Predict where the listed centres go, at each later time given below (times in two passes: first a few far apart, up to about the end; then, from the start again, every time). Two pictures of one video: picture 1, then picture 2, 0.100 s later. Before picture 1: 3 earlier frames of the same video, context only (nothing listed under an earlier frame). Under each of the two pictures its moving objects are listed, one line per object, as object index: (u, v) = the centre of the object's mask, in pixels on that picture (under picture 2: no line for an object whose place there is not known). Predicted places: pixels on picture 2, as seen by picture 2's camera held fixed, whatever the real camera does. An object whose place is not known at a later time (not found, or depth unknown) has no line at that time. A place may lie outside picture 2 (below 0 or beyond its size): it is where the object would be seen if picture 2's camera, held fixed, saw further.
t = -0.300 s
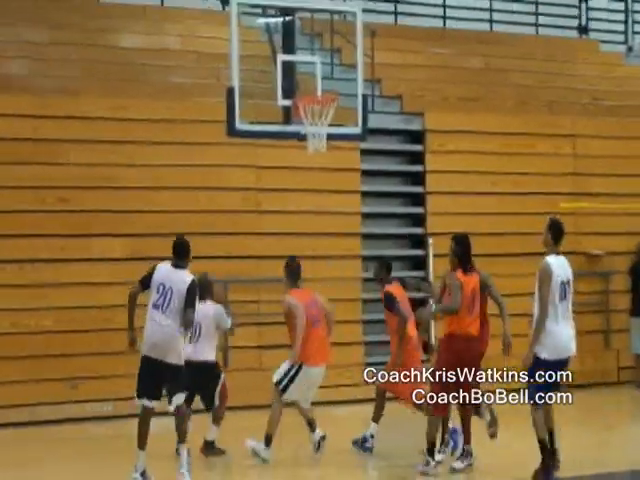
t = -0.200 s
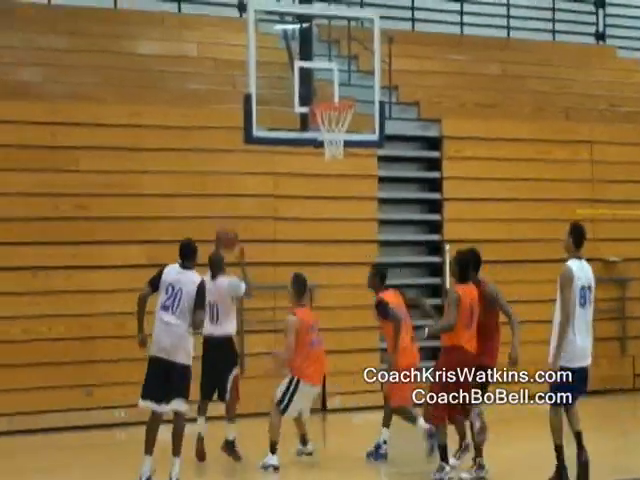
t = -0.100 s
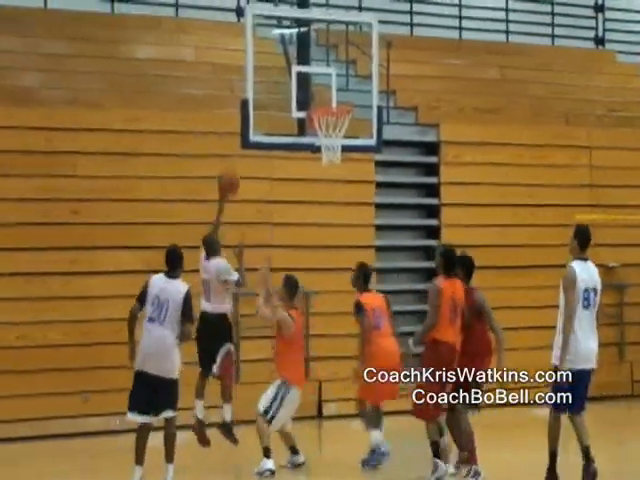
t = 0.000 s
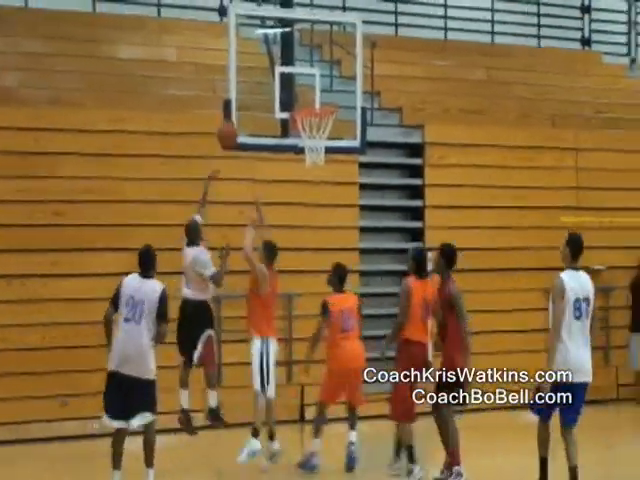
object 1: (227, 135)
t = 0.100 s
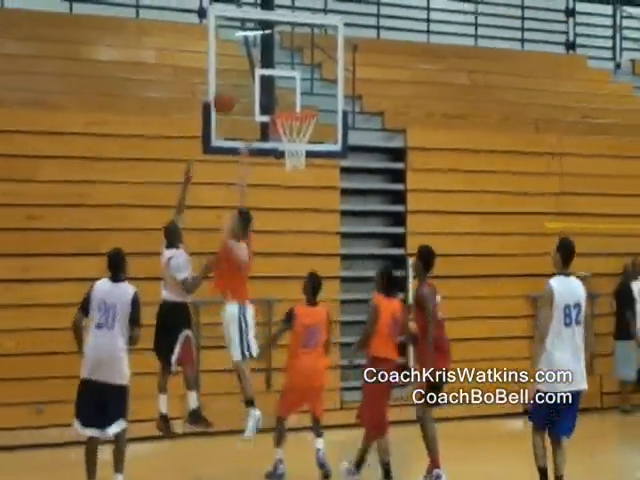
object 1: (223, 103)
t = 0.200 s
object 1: (241, 77)
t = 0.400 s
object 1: (273, 67)
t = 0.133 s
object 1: (230, 92)
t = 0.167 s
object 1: (236, 84)
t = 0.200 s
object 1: (241, 77)
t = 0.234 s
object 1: (246, 71)
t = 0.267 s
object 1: (253, 68)
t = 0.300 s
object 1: (257, 65)
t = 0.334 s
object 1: (264, 64)
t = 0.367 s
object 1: (268, 64)
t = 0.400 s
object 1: (273, 67)
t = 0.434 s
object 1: (280, 70)
